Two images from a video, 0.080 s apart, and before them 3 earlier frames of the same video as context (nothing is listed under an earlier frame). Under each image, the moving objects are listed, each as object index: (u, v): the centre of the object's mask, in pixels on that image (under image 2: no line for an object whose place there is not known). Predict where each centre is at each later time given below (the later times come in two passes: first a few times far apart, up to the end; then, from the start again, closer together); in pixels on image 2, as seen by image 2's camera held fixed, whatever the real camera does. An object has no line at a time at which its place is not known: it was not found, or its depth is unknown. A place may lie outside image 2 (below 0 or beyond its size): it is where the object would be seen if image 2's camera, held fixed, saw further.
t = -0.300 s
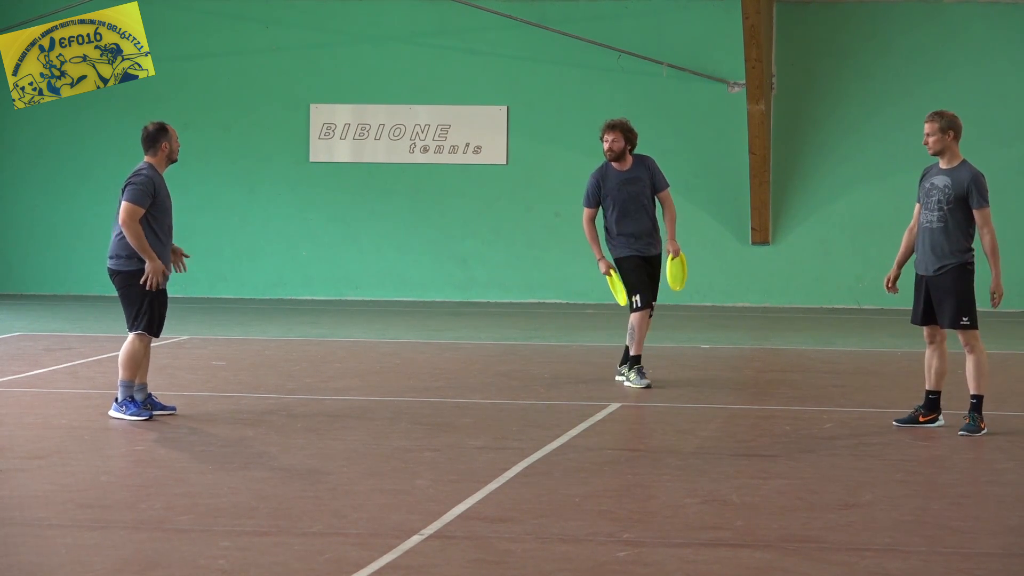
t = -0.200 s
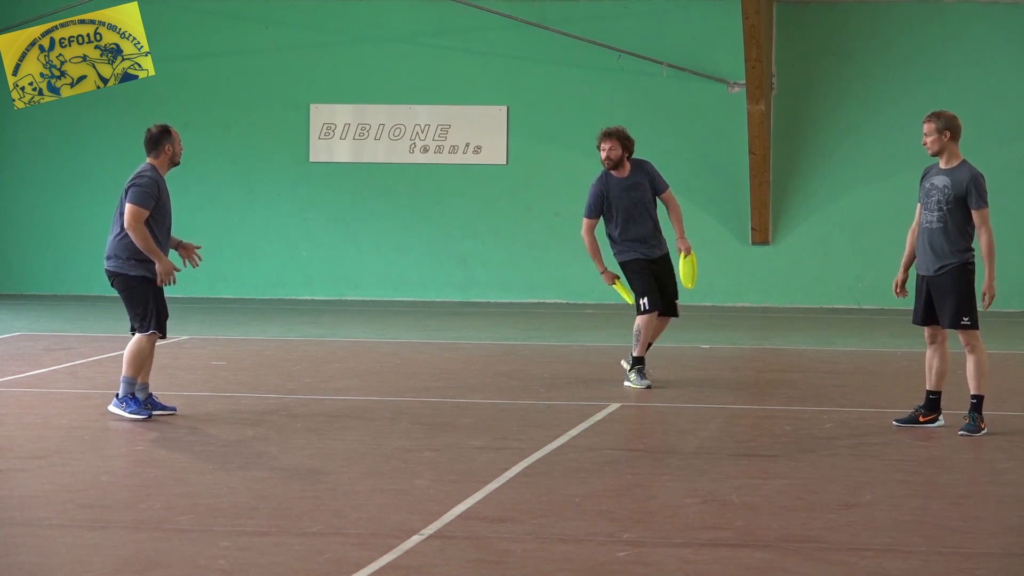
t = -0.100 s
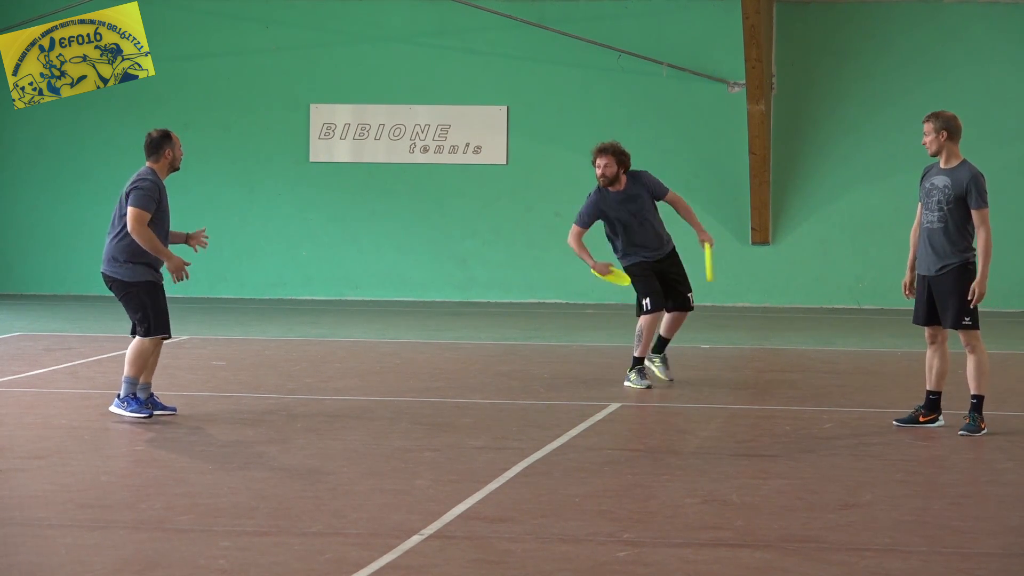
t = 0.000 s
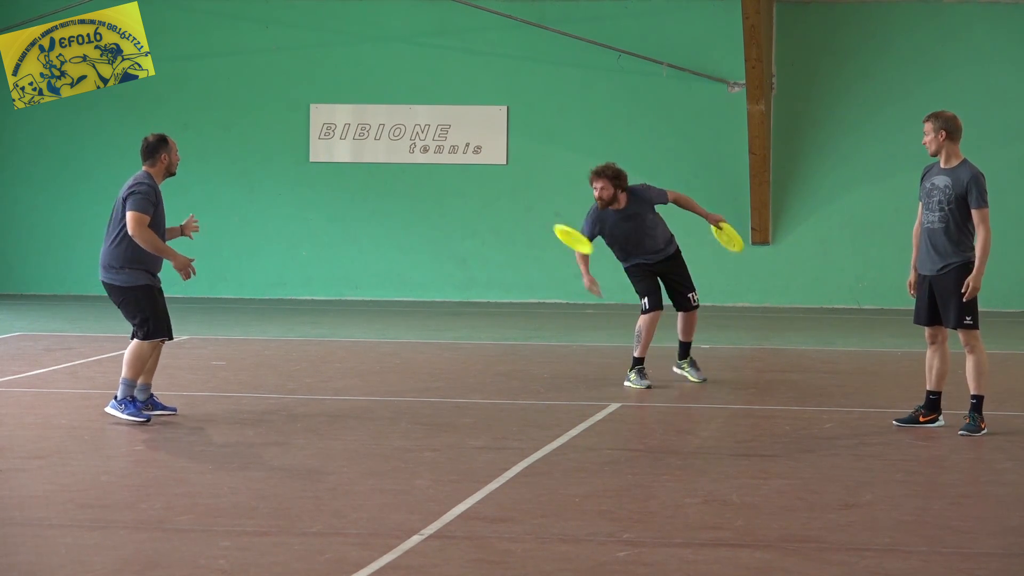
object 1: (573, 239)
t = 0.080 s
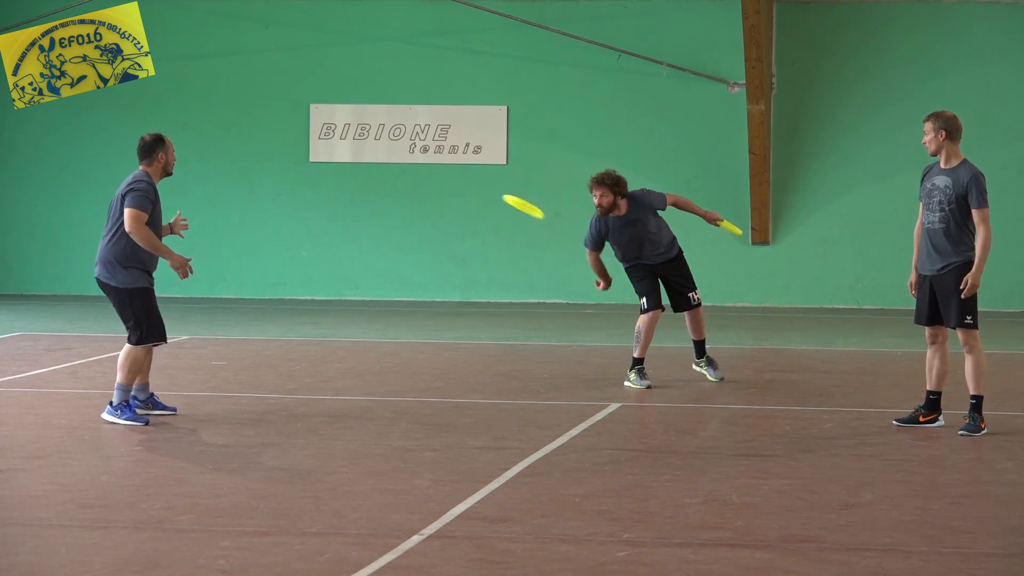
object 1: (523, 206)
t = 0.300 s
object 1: (391, 149)
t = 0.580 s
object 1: (237, 134)
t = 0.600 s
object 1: (227, 136)
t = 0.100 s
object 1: (511, 199)
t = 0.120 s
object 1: (499, 192)
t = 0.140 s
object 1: (487, 186)
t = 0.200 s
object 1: (450, 169)
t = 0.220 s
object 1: (439, 165)
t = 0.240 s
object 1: (426, 160)
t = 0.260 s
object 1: (415, 156)
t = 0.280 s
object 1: (403, 152)
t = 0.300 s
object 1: (391, 149)
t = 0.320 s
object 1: (380, 145)
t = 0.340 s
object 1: (368, 143)
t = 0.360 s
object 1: (357, 140)
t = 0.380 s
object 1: (345, 138)
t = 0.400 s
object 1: (333, 136)
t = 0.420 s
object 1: (322, 135)
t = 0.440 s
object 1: (311, 133)
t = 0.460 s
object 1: (300, 133)
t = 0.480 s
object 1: (290, 132)
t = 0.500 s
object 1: (279, 132)
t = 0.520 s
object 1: (268, 132)
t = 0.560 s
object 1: (247, 133)
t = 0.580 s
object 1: (237, 134)
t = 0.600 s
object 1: (227, 136)
